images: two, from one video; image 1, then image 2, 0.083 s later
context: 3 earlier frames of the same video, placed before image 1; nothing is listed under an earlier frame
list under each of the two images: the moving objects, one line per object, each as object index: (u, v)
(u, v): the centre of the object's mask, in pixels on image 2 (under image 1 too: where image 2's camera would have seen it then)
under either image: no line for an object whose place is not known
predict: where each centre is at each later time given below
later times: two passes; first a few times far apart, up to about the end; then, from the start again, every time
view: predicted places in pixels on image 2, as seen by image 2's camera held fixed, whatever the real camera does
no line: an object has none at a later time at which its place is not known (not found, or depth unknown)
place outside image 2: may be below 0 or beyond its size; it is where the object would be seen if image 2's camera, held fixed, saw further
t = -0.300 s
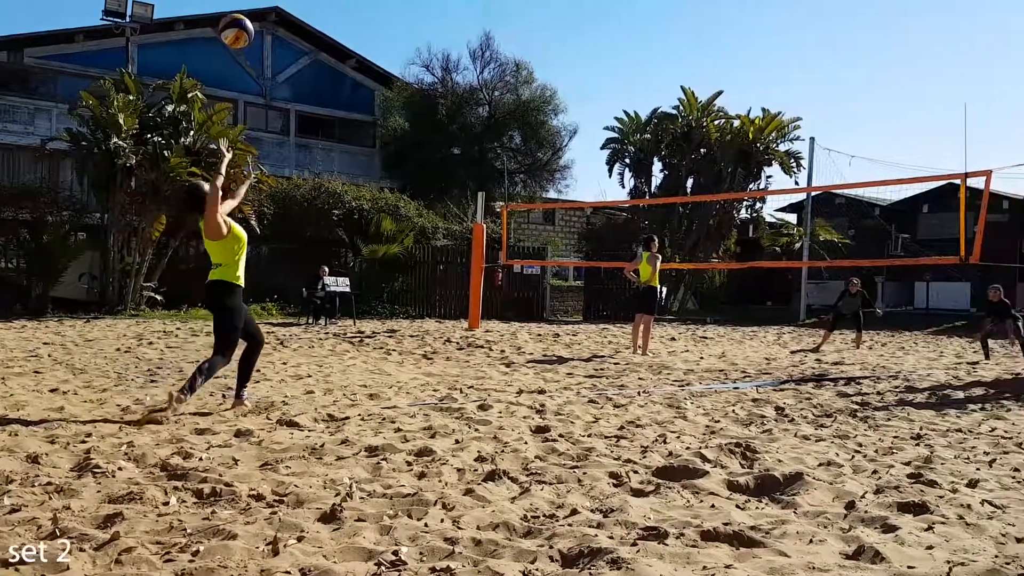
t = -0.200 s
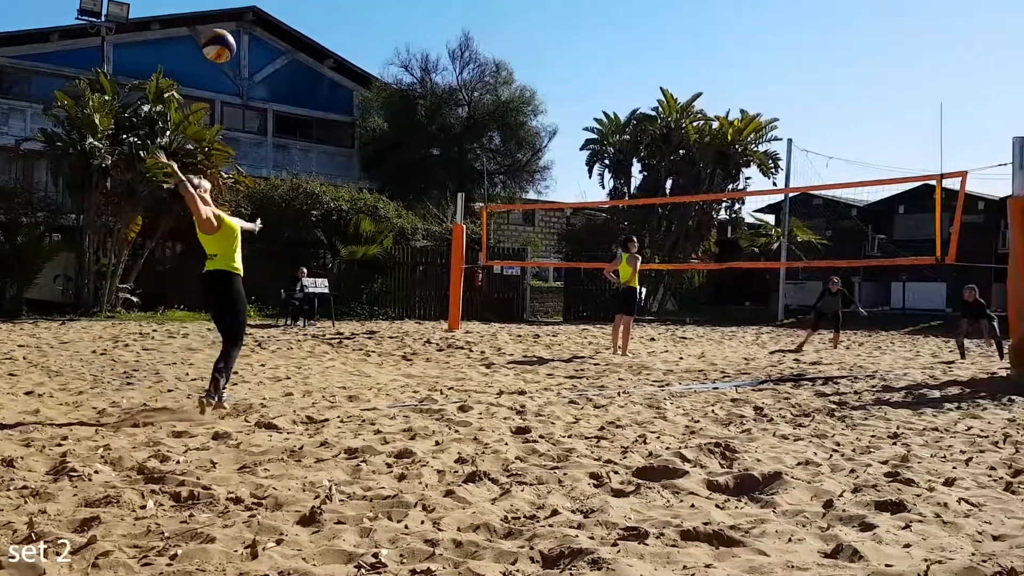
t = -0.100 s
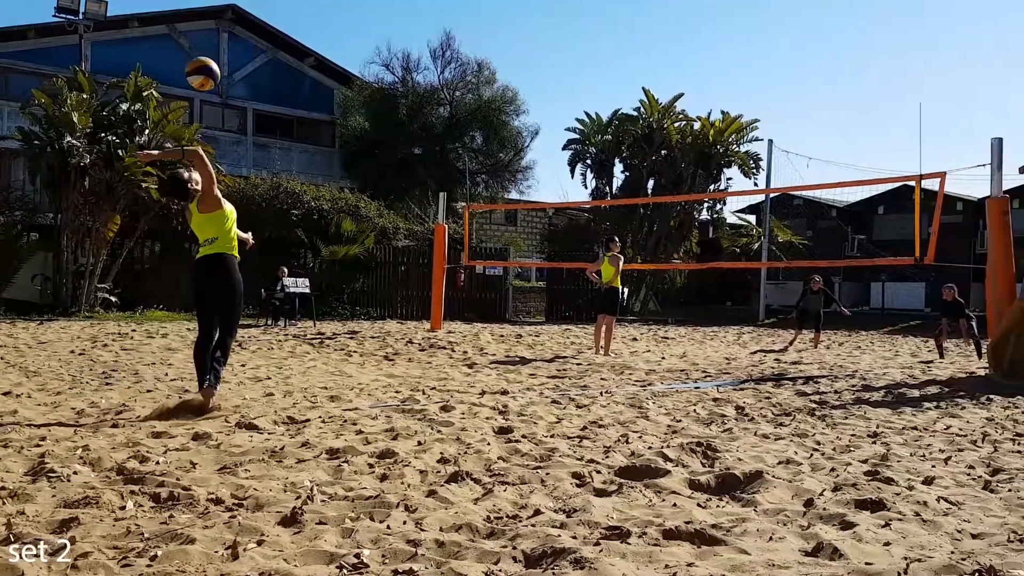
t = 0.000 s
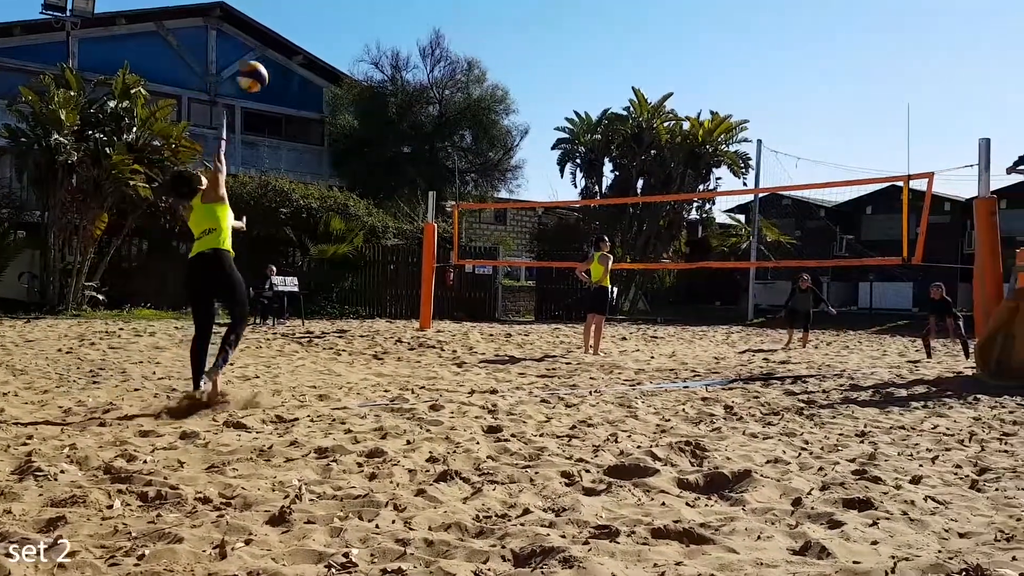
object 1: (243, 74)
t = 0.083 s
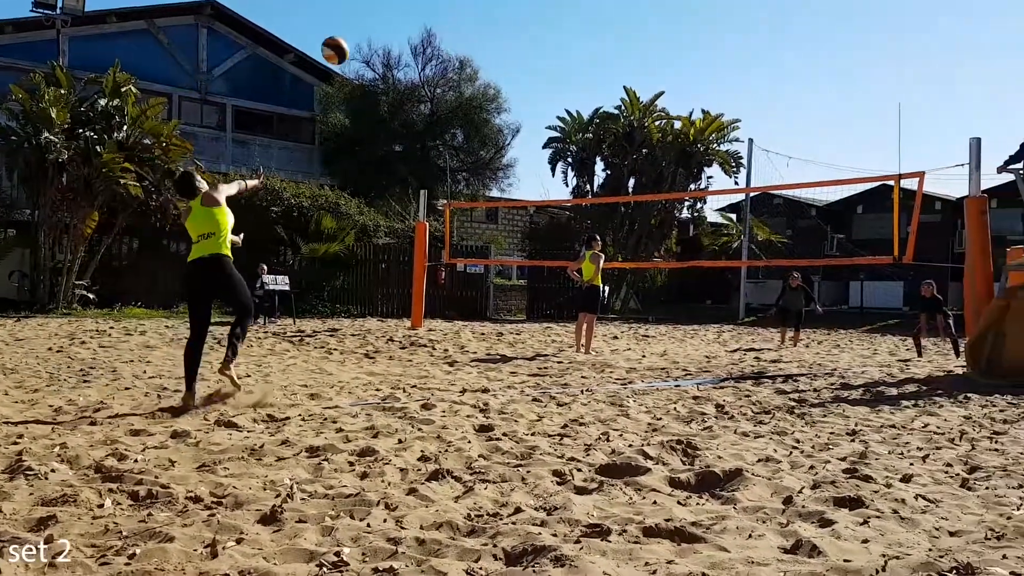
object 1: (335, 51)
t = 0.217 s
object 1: (447, 37)
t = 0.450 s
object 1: (579, 59)
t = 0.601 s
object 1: (640, 90)
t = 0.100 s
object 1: (351, 47)
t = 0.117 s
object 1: (366, 45)
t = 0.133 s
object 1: (381, 41)
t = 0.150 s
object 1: (395, 40)
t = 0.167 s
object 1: (410, 39)
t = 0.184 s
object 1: (422, 38)
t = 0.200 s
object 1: (435, 37)
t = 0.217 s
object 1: (447, 37)
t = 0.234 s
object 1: (459, 37)
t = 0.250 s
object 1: (470, 37)
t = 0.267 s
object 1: (481, 38)
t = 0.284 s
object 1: (492, 39)
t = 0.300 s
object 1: (502, 40)
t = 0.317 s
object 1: (512, 41)
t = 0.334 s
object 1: (521, 43)
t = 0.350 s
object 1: (530, 44)
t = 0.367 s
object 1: (539, 47)
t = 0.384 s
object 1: (547, 49)
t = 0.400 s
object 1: (556, 51)
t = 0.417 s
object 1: (564, 54)
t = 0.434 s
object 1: (571, 56)
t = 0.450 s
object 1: (579, 59)
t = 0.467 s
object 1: (587, 62)
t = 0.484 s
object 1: (594, 65)
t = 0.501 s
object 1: (601, 68)
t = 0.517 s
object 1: (608, 72)
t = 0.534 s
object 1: (614, 75)
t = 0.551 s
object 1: (621, 79)
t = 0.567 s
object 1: (627, 83)
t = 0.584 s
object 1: (633, 86)
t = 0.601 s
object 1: (640, 90)
